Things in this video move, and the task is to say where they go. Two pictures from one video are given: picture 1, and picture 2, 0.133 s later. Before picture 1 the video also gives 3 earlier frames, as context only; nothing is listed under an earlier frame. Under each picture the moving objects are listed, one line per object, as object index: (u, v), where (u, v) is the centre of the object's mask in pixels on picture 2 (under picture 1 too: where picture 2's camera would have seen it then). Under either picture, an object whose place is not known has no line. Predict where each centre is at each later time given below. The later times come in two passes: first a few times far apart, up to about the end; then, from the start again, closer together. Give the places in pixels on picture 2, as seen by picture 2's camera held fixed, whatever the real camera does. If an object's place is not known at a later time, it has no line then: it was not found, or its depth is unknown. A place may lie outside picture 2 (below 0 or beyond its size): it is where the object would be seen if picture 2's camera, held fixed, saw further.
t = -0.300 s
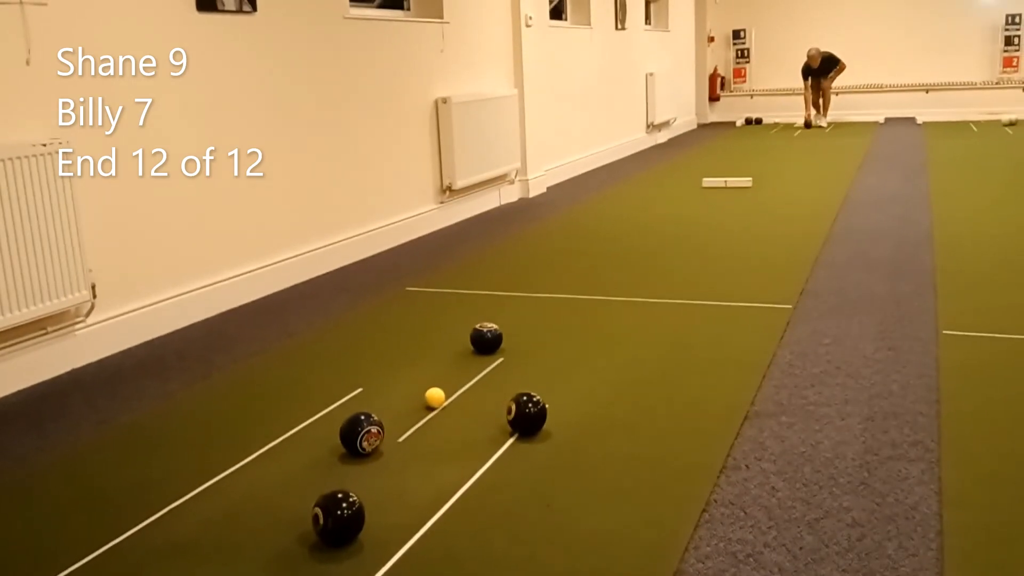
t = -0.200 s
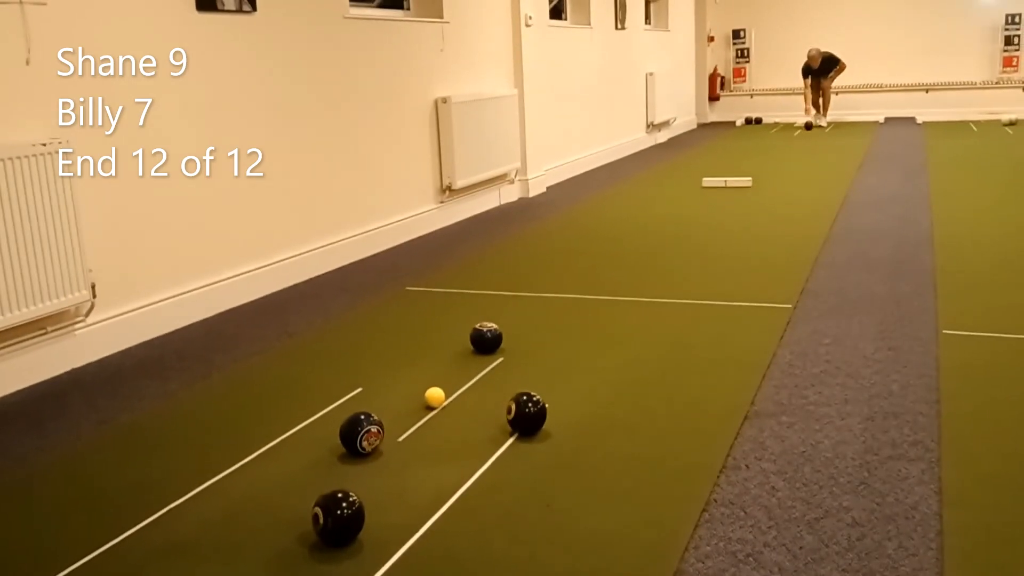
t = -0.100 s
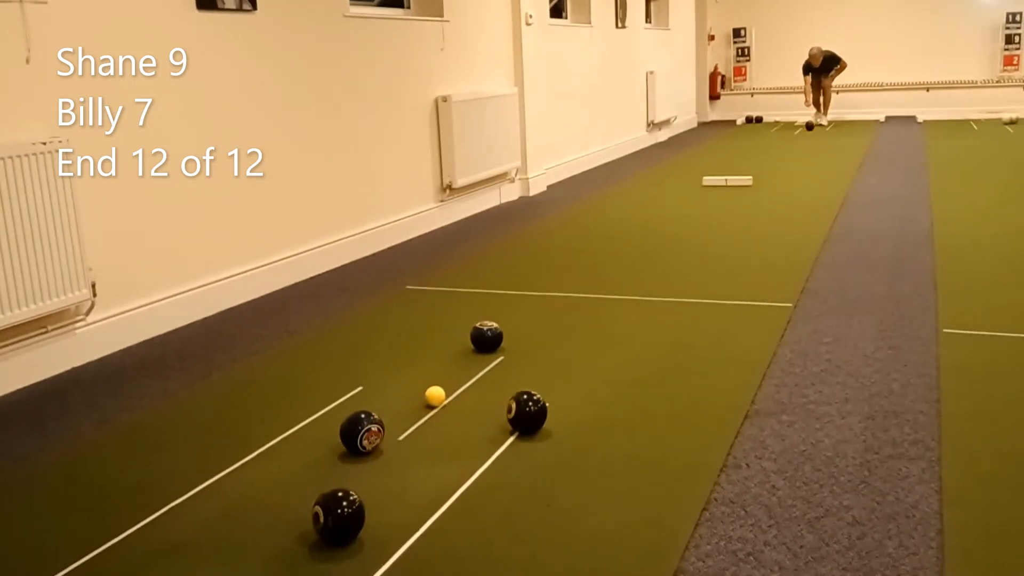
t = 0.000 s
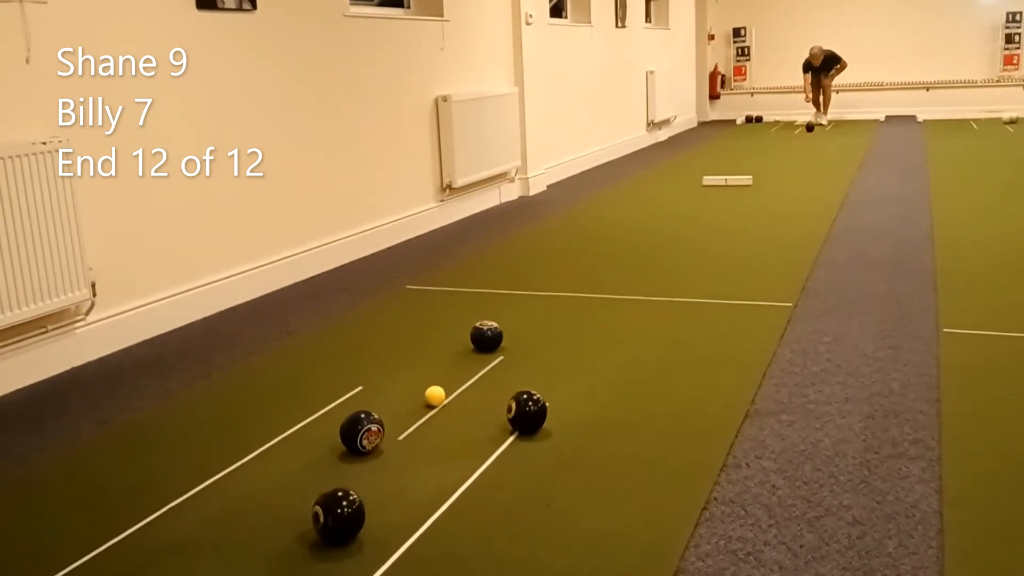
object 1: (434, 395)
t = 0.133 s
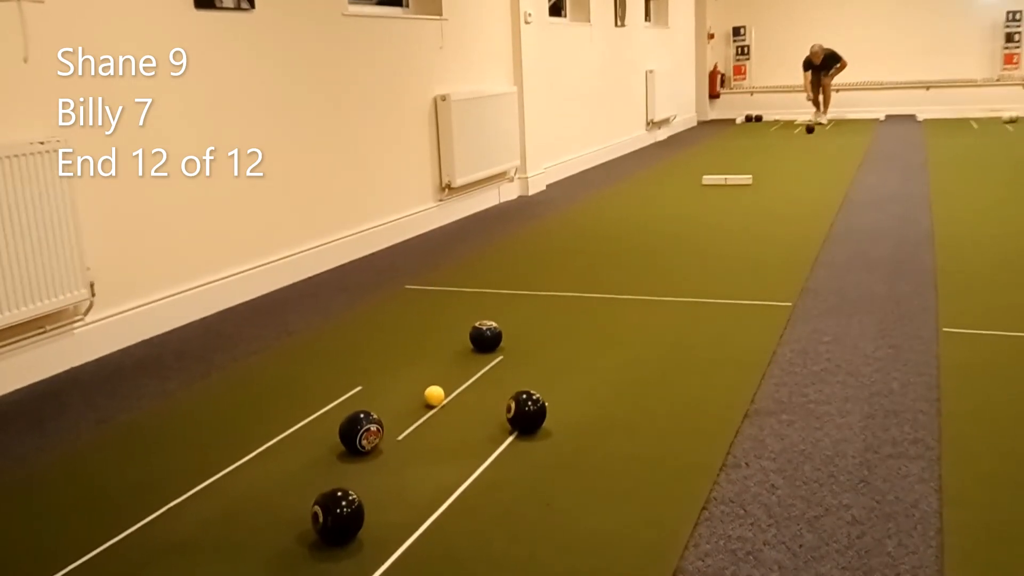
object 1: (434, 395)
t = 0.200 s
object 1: (434, 395)
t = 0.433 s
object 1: (434, 395)
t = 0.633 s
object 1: (434, 395)
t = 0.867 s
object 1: (434, 395)
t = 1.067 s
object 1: (434, 395)
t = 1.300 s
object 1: (434, 395)
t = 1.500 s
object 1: (434, 395)
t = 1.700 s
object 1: (434, 395)
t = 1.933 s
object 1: (434, 395)
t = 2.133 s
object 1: (434, 395)
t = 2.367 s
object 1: (434, 395)
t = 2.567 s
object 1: (434, 395)
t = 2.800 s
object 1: (435, 395)
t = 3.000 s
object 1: (434, 395)
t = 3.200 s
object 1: (434, 395)
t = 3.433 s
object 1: (434, 395)
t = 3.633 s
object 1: (434, 395)
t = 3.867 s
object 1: (434, 395)
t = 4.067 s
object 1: (434, 395)
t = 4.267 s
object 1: (434, 395)
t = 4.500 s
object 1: (434, 395)
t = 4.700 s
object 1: (434, 395)
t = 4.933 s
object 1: (434, 395)
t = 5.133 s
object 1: (435, 395)
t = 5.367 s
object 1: (434, 395)
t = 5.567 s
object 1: (434, 395)
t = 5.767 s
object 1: (434, 395)
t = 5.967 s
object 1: (434, 395)
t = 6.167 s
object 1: (435, 395)
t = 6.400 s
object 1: (434, 395)
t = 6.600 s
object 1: (434, 395)
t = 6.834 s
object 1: (429, 395)
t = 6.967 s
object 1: (414, 399)
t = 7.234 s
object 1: (386, 404)
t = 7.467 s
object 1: (369, 404)
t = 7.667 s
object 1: (358, 405)
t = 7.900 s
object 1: (352, 406)
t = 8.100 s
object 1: (350, 407)
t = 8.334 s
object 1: (350, 407)
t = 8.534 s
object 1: (350, 407)
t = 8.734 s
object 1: (350, 407)
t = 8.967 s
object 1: (350, 407)
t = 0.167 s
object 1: (434, 395)
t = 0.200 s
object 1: (434, 395)
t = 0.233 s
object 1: (434, 395)
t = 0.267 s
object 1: (434, 395)
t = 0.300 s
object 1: (434, 395)
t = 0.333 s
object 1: (434, 395)
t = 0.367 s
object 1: (434, 395)
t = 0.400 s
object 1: (434, 395)
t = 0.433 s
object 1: (434, 395)
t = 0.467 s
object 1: (434, 395)
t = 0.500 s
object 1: (434, 395)
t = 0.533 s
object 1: (434, 395)
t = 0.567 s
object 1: (434, 395)
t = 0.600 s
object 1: (434, 395)
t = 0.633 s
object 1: (434, 395)
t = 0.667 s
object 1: (434, 395)
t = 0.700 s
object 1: (434, 395)
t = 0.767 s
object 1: (434, 395)
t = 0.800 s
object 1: (434, 395)
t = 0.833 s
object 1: (434, 395)
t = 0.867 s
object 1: (434, 395)
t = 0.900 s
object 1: (434, 395)
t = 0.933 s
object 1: (434, 395)
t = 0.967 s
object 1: (434, 395)
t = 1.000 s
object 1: (434, 395)
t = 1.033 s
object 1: (434, 395)
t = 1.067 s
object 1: (434, 395)
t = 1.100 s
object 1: (434, 395)
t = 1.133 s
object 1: (434, 395)
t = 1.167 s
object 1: (434, 395)
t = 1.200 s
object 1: (434, 395)
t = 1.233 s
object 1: (434, 395)
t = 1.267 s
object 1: (434, 396)
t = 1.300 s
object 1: (434, 395)
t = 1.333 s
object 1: (434, 395)
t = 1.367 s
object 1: (434, 395)
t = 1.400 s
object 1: (434, 396)
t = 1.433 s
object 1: (434, 395)
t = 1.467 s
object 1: (434, 396)
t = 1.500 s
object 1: (434, 395)
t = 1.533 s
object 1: (434, 395)
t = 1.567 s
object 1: (434, 395)
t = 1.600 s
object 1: (434, 395)
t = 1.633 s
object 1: (434, 395)
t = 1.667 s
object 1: (434, 395)
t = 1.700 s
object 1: (434, 395)
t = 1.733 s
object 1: (434, 395)
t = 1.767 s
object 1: (434, 395)
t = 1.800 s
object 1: (434, 395)
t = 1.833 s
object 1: (434, 395)
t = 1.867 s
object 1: (434, 395)
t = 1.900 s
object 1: (434, 395)
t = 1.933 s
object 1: (434, 395)
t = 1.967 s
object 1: (434, 395)
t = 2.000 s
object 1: (434, 396)
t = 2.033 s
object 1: (434, 395)
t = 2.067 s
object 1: (434, 395)
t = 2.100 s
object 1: (434, 395)
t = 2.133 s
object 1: (434, 395)
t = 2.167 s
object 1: (434, 395)
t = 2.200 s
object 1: (434, 395)
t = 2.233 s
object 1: (434, 395)
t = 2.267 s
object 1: (434, 395)
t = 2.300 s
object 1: (434, 395)
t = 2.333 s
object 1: (434, 395)
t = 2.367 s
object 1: (434, 395)
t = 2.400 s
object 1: (434, 395)
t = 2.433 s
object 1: (434, 395)
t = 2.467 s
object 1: (434, 395)
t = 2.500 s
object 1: (434, 395)
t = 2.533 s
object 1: (434, 395)
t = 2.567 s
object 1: (434, 395)
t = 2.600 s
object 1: (434, 395)
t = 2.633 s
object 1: (434, 395)
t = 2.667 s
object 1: (434, 395)
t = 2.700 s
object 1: (434, 395)
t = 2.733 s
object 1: (434, 395)
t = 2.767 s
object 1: (434, 395)
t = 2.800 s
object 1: (435, 395)
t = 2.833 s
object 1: (434, 395)
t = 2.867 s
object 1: (434, 395)
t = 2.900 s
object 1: (434, 395)
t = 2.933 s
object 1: (434, 395)
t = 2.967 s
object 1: (434, 395)
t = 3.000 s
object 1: (434, 395)
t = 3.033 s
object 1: (434, 395)
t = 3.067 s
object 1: (434, 395)
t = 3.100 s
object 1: (434, 395)
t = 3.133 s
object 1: (434, 395)
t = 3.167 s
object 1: (434, 395)
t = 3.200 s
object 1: (434, 395)
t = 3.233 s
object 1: (434, 395)
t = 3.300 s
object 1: (434, 395)
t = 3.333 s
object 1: (434, 395)
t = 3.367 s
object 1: (434, 395)
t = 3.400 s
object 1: (434, 395)
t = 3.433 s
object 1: (434, 395)
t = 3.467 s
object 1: (434, 395)
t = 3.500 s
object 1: (434, 395)
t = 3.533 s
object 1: (434, 395)
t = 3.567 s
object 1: (434, 395)
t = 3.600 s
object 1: (434, 395)
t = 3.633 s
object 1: (434, 395)
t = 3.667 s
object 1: (434, 395)
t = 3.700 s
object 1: (434, 395)
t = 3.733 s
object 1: (434, 395)
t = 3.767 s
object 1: (434, 395)
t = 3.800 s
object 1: (434, 395)
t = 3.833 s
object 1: (434, 395)
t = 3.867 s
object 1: (434, 395)
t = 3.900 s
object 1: (434, 395)
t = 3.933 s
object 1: (434, 395)
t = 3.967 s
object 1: (434, 395)
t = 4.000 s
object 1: (434, 395)
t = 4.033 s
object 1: (434, 395)
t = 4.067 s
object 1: (434, 395)
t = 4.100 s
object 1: (434, 395)
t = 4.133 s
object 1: (434, 395)
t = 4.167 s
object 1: (434, 395)
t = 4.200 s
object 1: (434, 395)
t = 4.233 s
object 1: (434, 395)
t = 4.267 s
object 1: (434, 395)
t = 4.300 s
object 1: (434, 395)
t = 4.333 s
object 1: (434, 395)
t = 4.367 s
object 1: (434, 395)
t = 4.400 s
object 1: (434, 395)
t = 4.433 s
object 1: (434, 395)
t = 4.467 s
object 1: (434, 395)
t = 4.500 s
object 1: (434, 395)
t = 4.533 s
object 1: (434, 395)
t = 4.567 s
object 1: (434, 395)
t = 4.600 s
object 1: (434, 395)
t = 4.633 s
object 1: (434, 395)
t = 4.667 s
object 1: (434, 395)
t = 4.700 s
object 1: (434, 395)
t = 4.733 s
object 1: (434, 395)
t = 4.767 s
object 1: (434, 395)
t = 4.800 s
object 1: (434, 395)
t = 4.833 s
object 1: (434, 395)
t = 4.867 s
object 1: (434, 395)
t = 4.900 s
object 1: (434, 395)
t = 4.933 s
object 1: (434, 395)
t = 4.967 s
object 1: (434, 395)
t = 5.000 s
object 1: (434, 395)
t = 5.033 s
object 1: (434, 395)
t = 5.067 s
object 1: (434, 395)
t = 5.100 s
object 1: (434, 395)
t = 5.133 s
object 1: (435, 395)
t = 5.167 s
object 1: (434, 395)
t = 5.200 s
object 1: (434, 395)
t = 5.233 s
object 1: (434, 395)
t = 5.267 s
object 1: (434, 395)
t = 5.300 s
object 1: (434, 395)
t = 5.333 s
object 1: (434, 395)
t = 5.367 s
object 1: (434, 395)
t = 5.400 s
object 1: (434, 395)
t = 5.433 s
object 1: (434, 395)
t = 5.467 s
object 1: (434, 395)
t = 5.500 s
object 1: (434, 395)
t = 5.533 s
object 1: (434, 395)
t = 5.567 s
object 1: (434, 395)
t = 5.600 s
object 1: (434, 395)
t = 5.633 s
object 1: (434, 395)
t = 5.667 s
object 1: (434, 395)
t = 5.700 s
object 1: (434, 395)
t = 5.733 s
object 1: (434, 395)
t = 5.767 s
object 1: (434, 395)
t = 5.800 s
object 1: (434, 395)
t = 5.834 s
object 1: (434, 395)
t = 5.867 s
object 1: (434, 395)
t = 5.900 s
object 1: (434, 395)
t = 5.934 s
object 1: (434, 395)
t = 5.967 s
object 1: (434, 395)
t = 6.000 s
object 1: (434, 395)
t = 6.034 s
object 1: (434, 395)
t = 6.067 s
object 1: (434, 395)
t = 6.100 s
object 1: (435, 395)
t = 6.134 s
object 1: (434, 395)
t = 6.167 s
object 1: (435, 395)
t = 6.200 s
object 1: (434, 395)
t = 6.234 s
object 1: (434, 395)
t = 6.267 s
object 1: (434, 395)
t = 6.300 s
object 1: (434, 395)
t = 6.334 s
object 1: (434, 395)
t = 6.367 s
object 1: (434, 395)
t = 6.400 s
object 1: (434, 395)
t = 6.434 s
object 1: (435, 395)
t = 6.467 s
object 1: (435, 395)
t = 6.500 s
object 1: (434, 395)
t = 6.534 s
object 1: (434, 395)
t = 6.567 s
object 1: (434, 395)
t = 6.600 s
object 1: (434, 395)
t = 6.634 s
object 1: (434, 395)
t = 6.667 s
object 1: (434, 395)
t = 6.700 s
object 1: (434, 395)
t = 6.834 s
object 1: (429, 395)
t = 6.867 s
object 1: (425, 397)
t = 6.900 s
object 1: (421, 397)
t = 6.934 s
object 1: (417, 398)
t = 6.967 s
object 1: (414, 399)
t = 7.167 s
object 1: (388, 401)
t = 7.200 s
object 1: (389, 403)
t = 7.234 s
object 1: (386, 404)
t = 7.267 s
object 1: (383, 404)
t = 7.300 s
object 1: (381, 404)
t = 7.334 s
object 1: (378, 405)
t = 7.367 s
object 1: (376, 405)
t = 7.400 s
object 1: (374, 405)
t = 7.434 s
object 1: (372, 405)
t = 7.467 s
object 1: (369, 404)
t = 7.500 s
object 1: (367, 404)
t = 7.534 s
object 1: (365, 404)
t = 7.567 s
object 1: (363, 404)
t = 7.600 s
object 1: (361, 404)
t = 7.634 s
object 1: (359, 404)
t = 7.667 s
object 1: (358, 405)
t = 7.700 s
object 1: (356, 405)
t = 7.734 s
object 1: (355, 405)
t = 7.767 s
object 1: (354, 405)
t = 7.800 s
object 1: (353, 405)
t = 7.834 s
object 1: (353, 406)
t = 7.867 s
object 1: (352, 406)
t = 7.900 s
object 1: (352, 406)
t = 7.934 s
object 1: (351, 406)
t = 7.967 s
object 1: (351, 406)
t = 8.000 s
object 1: (351, 406)
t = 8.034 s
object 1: (350, 406)
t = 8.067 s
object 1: (350, 406)
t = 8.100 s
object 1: (350, 407)
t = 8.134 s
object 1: (350, 407)
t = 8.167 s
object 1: (350, 407)
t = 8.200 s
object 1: (350, 407)
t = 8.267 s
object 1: (350, 407)
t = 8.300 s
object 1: (350, 407)
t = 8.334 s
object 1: (350, 407)
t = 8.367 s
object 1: (350, 407)
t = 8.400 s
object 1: (350, 407)
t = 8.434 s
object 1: (350, 407)
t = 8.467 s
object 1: (350, 407)
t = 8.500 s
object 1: (350, 407)
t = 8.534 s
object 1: (350, 407)
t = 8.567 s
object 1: (350, 407)
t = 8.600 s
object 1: (350, 407)
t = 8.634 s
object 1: (350, 407)
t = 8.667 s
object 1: (349, 407)
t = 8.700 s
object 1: (350, 407)
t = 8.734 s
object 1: (350, 407)
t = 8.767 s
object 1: (350, 407)
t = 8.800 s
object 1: (350, 407)
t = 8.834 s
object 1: (350, 407)
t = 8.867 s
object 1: (350, 407)
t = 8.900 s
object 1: (350, 407)
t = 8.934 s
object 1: (350, 407)
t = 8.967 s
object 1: (350, 407)
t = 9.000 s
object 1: (350, 407)
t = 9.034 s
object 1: (350, 407)
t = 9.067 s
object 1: (350, 407)
